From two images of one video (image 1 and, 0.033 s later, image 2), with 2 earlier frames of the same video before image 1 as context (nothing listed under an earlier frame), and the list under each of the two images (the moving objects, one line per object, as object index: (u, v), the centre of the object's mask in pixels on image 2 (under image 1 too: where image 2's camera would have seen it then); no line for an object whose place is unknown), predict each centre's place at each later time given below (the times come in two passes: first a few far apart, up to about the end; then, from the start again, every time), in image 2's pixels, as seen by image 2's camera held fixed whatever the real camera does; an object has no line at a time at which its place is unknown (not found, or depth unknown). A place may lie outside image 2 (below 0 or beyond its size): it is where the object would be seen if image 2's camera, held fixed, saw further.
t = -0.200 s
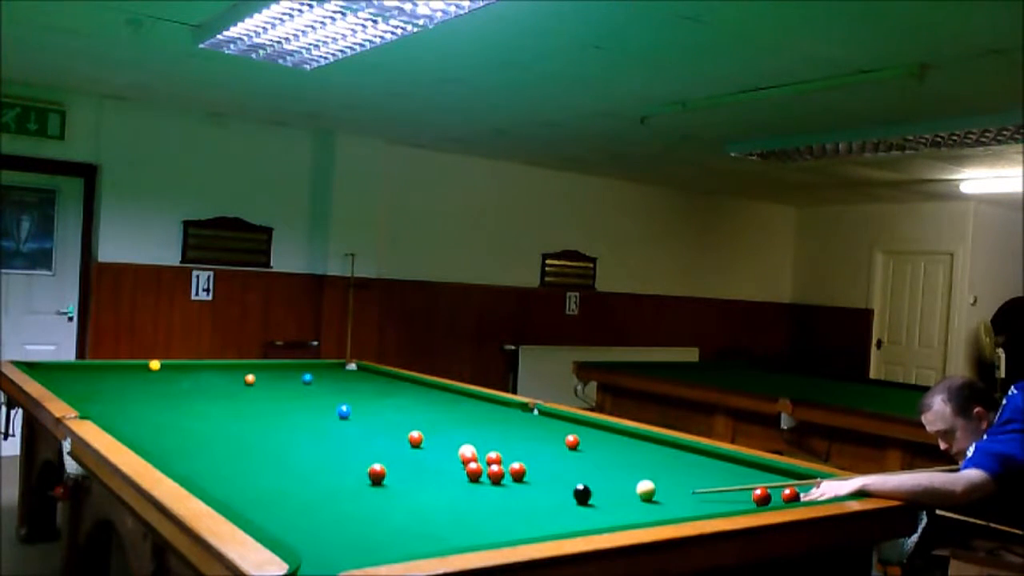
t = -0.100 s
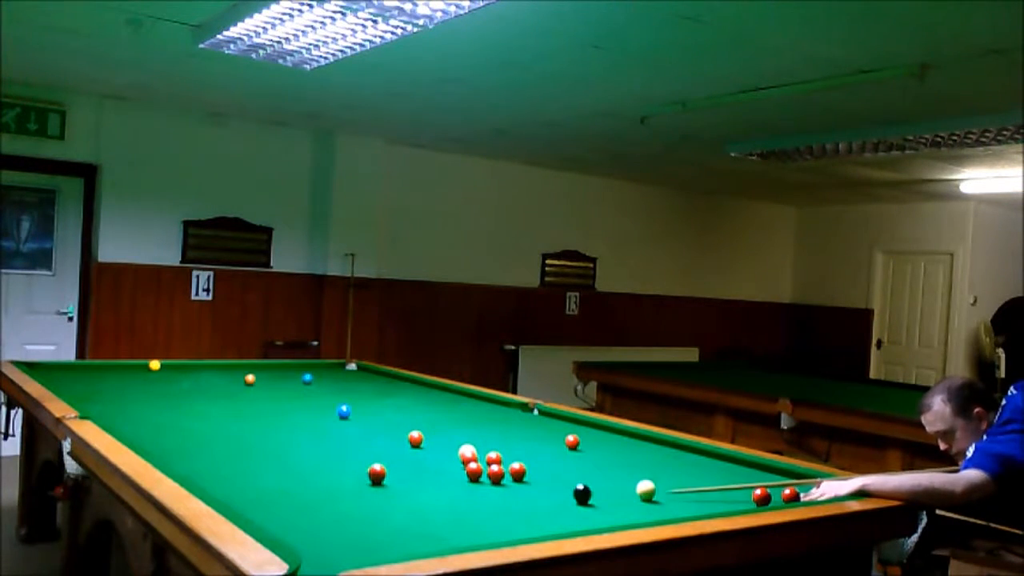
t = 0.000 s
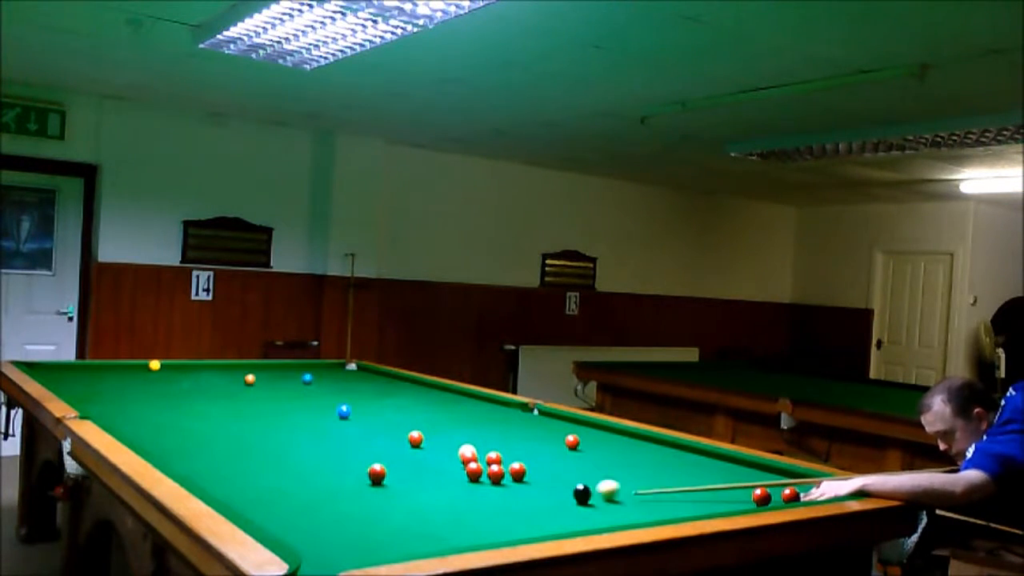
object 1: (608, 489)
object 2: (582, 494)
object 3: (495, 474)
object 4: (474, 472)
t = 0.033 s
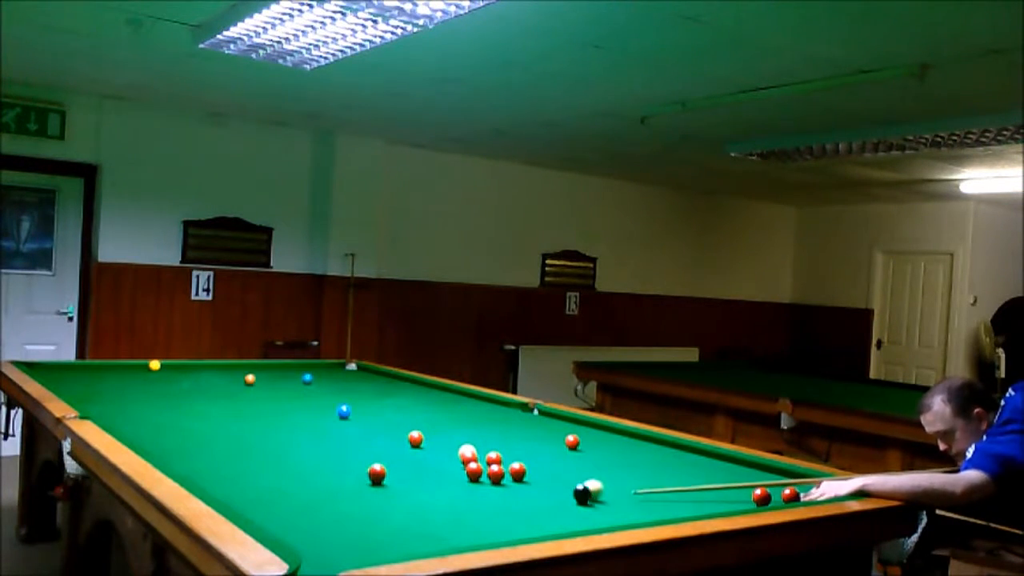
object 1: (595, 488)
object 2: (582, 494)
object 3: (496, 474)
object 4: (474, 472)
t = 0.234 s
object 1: (551, 481)
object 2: (548, 504)
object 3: (495, 474)
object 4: (474, 472)
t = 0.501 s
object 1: (514, 475)
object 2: (502, 517)
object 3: (493, 474)
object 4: (474, 472)
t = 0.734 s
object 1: (507, 473)
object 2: (458, 530)
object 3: (486, 474)
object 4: (465, 470)
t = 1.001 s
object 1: (501, 471)
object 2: (401, 544)
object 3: (481, 475)
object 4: (455, 469)
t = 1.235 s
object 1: (497, 470)
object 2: (345, 558)
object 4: (450, 468)
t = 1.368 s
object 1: (495, 470)
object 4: (447, 467)
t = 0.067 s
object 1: (584, 485)
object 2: (575, 496)
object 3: (495, 474)
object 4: (474, 472)
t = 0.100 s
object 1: (575, 484)
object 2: (569, 498)
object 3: (496, 474)
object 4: (474, 472)
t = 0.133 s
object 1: (568, 483)
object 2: (564, 499)
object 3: (495, 474)
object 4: (474, 472)
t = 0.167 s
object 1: (562, 482)
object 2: (559, 500)
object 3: (495, 474)
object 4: (474, 472)
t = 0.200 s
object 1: (556, 481)
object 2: (553, 502)
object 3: (495, 474)
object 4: (474, 472)
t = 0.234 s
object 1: (551, 481)
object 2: (548, 504)
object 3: (495, 474)
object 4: (474, 472)
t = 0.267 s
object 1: (545, 480)
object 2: (542, 505)
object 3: (496, 474)
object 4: (474, 472)
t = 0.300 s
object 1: (540, 479)
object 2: (537, 507)
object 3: (495, 474)
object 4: (474, 472)
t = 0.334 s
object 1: (534, 478)
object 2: (532, 509)
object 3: (495, 474)
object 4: (474, 472)
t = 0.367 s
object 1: (529, 477)
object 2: (526, 511)
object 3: (495, 474)
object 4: (474, 472)
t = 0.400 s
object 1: (525, 476)
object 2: (520, 512)
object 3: (495, 474)
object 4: (474, 472)
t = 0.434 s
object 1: (520, 475)
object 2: (514, 514)
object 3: (495, 474)
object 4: (474, 472)
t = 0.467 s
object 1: (515, 475)
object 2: (508, 516)
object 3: (495, 474)
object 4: (474, 472)
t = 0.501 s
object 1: (514, 475)
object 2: (502, 517)
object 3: (493, 474)
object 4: (474, 472)
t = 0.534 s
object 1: (513, 474)
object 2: (496, 519)
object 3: (491, 474)
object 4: (473, 472)
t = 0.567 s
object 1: (512, 474)
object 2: (490, 521)
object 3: (490, 474)
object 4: (472, 472)
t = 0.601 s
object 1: (511, 474)
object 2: (484, 523)
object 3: (489, 474)
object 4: (470, 472)
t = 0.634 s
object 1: (510, 473)
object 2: (477, 525)
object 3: (488, 474)
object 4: (469, 472)
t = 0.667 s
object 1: (509, 473)
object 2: (471, 526)
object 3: (488, 474)
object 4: (467, 471)
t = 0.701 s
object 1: (508, 473)
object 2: (464, 528)
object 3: (487, 474)
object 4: (466, 471)
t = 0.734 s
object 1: (507, 473)
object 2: (458, 530)
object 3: (486, 474)
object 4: (465, 470)
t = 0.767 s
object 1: (507, 473)
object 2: (451, 532)
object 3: (486, 474)
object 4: (463, 471)
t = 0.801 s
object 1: (506, 472)
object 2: (444, 533)
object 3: (485, 475)
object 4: (462, 470)
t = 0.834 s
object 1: (505, 472)
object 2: (437, 535)
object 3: (484, 475)
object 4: (461, 470)
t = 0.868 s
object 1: (504, 472)
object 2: (430, 537)
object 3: (484, 475)
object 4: (460, 470)
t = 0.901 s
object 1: (503, 472)
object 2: (423, 538)
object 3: (483, 475)
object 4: (459, 470)
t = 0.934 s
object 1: (503, 472)
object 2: (416, 540)
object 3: (483, 475)
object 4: (458, 470)
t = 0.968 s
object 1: (502, 471)
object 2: (409, 542)
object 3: (482, 475)
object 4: (456, 470)
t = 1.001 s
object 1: (501, 471)
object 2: (401, 544)
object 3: (481, 475)
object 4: (455, 469)
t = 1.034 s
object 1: (501, 471)
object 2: (393, 545)
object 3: (481, 475)
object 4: (454, 469)
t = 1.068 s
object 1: (500, 471)
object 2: (386, 547)
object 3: (480, 475)
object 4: (454, 469)
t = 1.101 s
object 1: (500, 471)
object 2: (378, 548)
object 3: (480, 475)
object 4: (452, 469)
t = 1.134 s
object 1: (499, 471)
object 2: (370, 550)
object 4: (452, 468)
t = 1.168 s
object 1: (498, 471)
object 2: (362, 552)
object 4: (451, 468)
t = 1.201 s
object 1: (498, 470)
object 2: (353, 555)
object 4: (450, 468)
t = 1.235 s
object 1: (497, 470)
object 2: (345, 558)
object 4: (450, 468)
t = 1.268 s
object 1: (496, 470)
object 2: (336, 562)
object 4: (449, 468)
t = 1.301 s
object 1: (496, 470)
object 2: (328, 564)
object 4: (448, 468)
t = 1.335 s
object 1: (495, 470)
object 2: (320, 566)
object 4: (447, 468)
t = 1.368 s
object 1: (495, 470)
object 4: (447, 467)
